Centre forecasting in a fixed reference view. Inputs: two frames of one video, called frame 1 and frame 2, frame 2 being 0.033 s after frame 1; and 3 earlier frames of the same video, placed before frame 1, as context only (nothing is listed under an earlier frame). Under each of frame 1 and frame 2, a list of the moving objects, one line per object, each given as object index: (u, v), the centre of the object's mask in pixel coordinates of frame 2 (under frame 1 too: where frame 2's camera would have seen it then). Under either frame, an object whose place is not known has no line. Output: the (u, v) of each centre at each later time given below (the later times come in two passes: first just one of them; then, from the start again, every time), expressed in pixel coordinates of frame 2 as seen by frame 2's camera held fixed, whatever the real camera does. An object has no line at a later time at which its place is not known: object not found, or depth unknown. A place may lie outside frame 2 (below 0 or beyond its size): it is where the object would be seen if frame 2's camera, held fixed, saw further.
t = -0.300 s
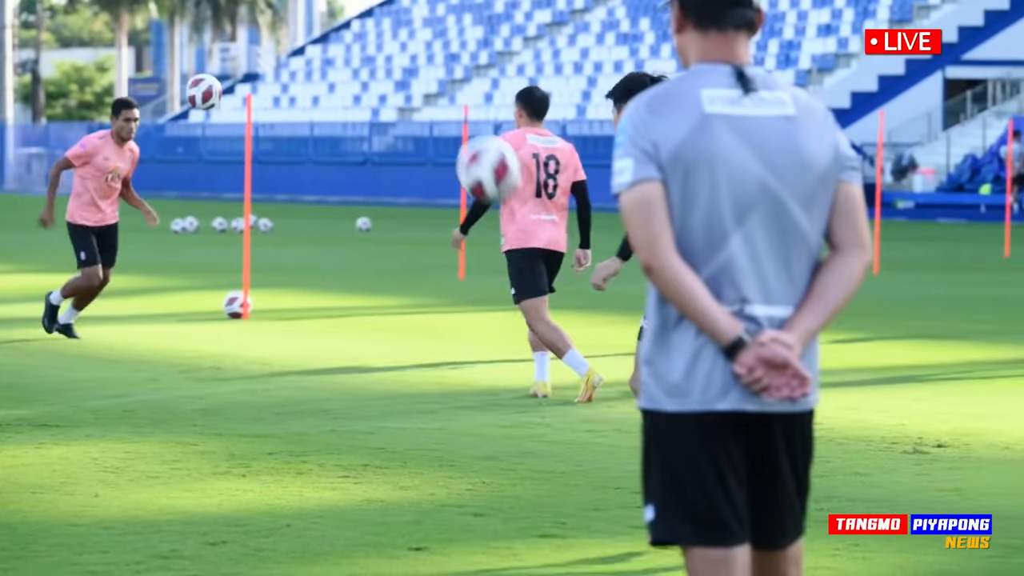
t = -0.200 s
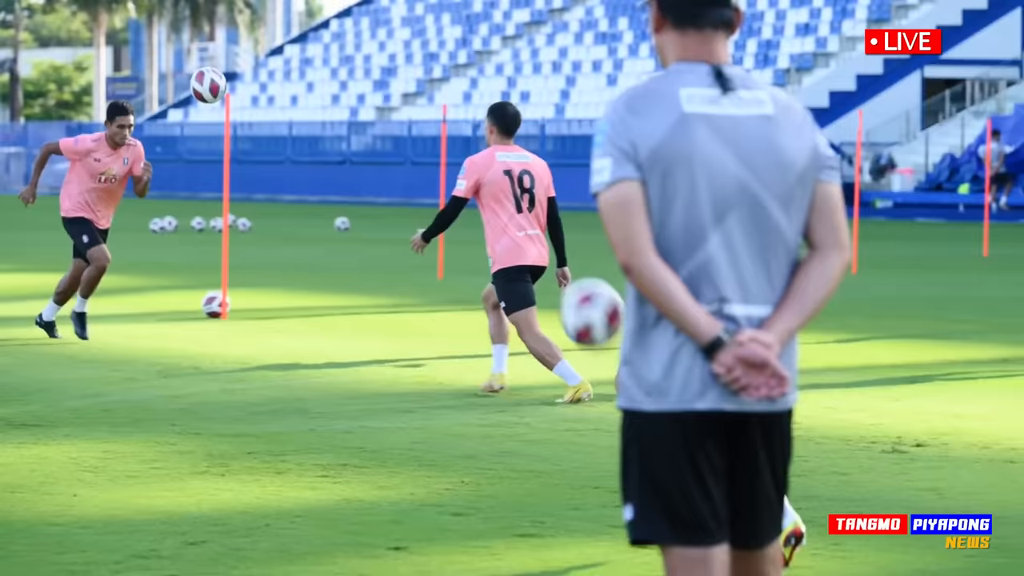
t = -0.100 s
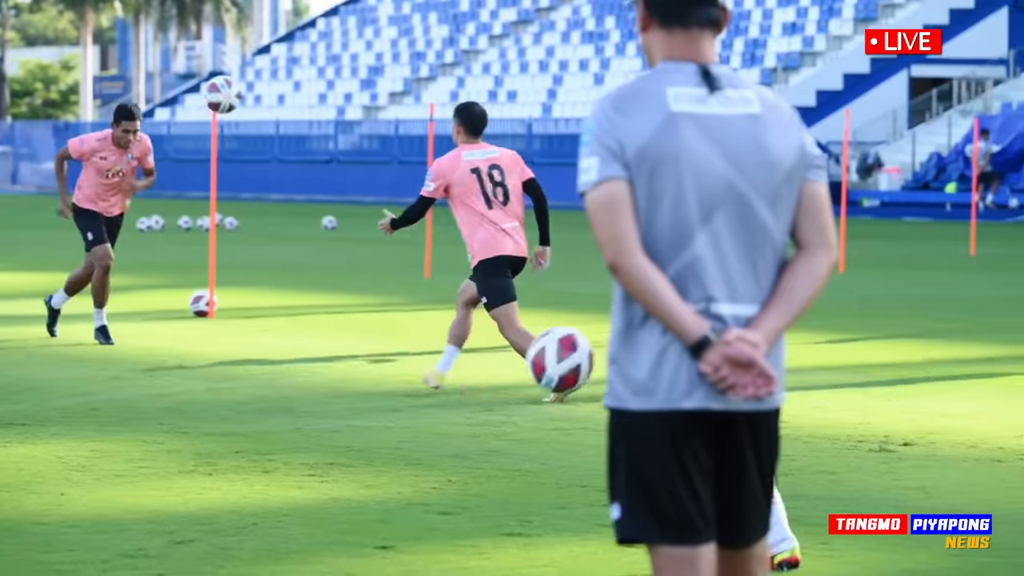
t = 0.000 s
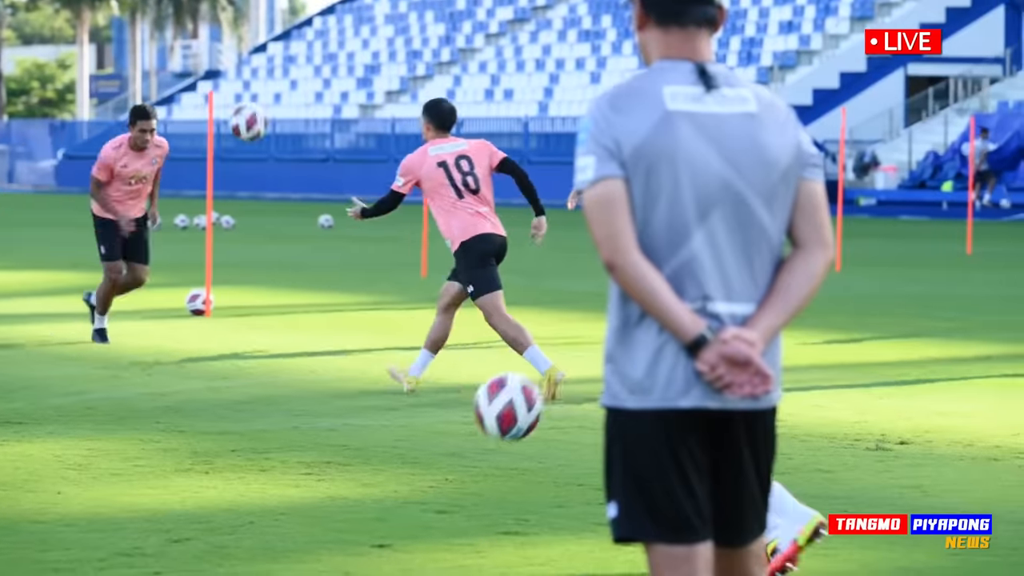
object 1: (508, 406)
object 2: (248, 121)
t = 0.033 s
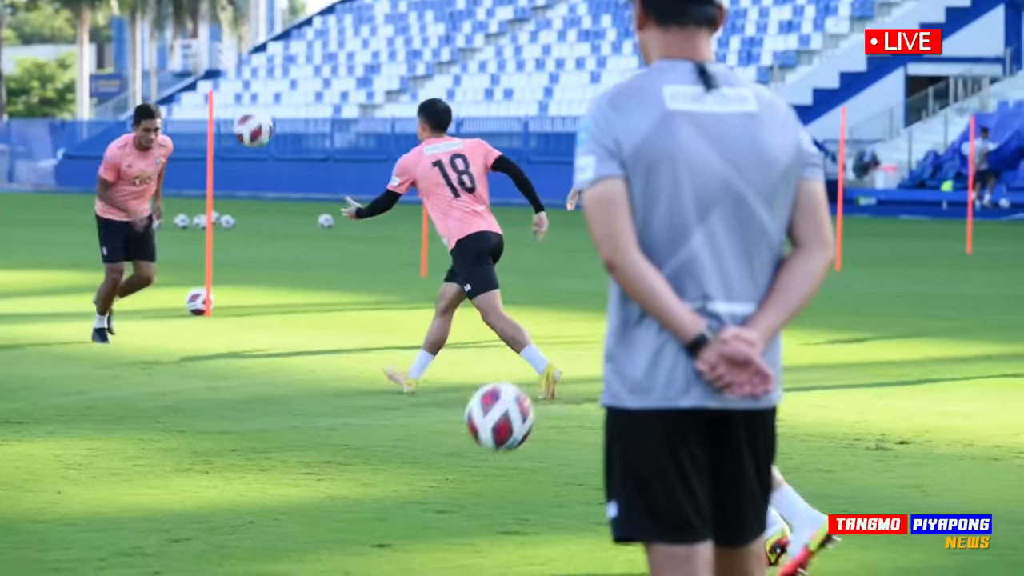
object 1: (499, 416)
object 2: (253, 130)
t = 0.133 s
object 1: (450, 500)
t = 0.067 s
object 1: (479, 447)
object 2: (265, 145)
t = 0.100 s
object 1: (458, 484)
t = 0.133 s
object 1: (450, 500)
